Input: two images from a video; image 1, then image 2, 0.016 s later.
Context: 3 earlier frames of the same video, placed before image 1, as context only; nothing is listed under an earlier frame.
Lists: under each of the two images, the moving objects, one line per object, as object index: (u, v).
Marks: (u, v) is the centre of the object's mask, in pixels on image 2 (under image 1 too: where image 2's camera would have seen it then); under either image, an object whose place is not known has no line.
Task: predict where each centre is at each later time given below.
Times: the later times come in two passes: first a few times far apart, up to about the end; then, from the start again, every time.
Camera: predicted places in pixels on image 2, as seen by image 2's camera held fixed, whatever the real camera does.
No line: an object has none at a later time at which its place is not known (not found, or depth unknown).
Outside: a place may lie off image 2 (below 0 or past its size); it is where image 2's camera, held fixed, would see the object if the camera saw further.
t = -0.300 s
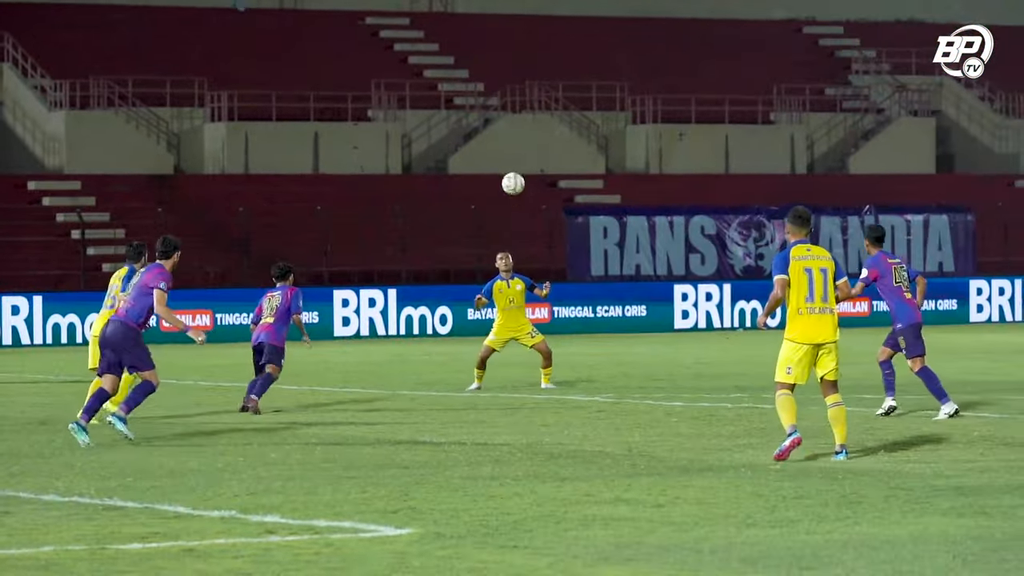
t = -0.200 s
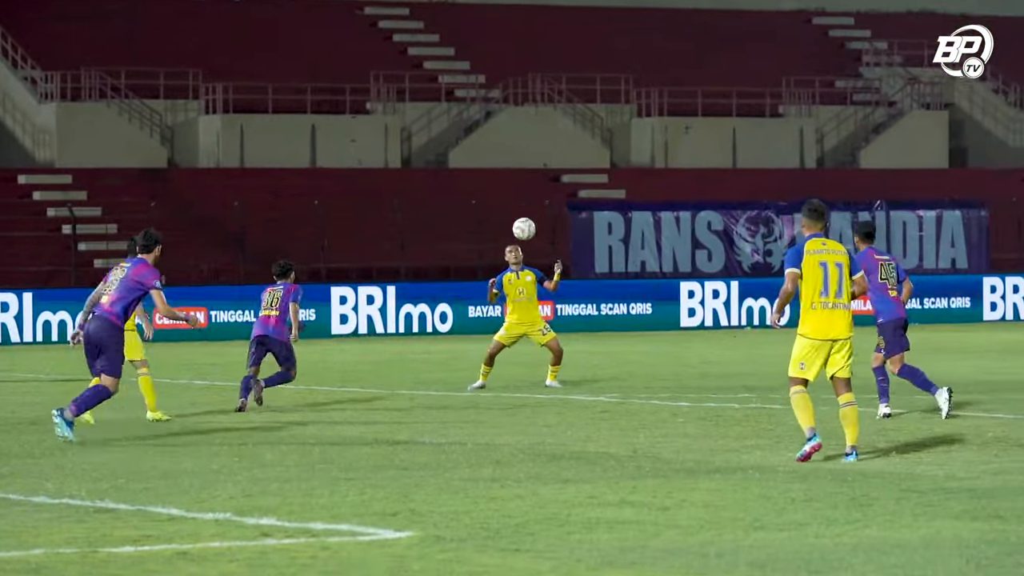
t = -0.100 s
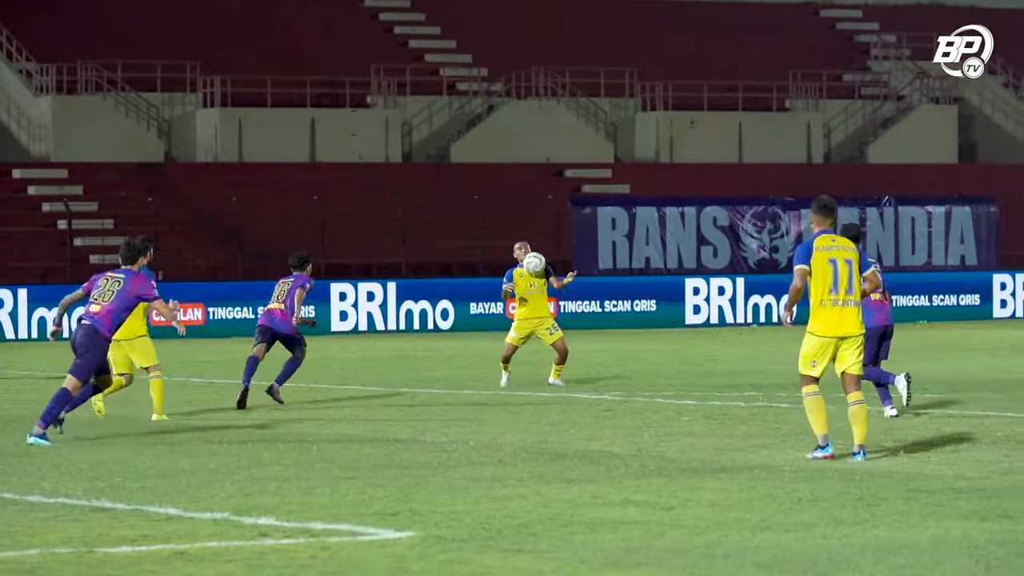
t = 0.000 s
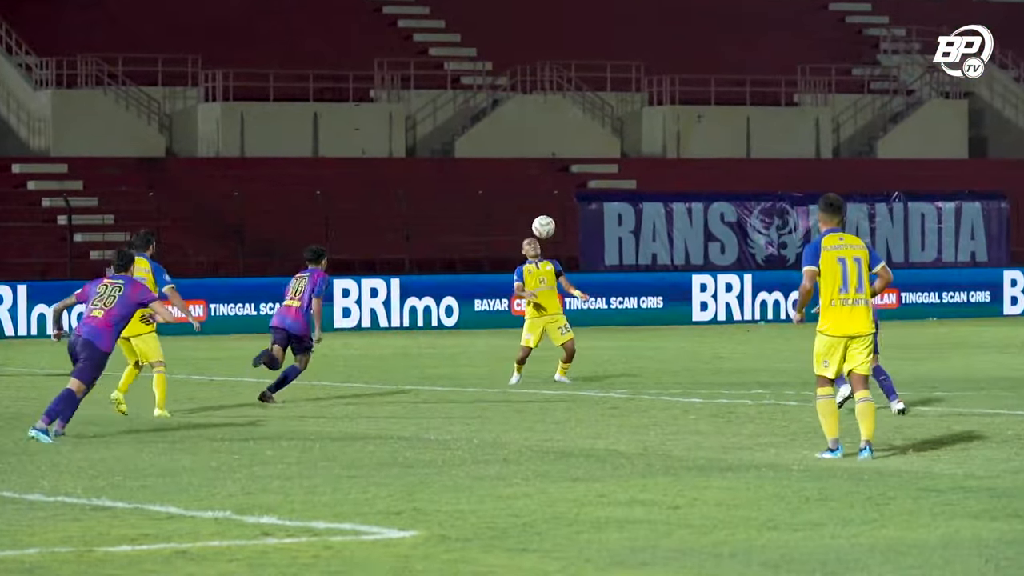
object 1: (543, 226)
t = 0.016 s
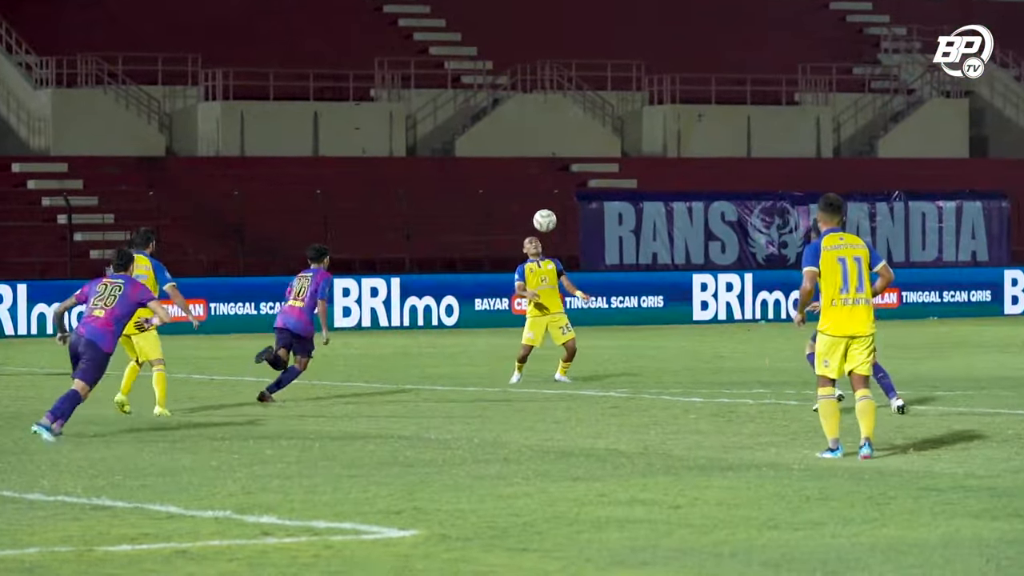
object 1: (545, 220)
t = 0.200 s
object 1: (550, 187)
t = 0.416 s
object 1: (556, 189)
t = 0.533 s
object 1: (561, 208)
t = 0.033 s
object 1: (545, 217)
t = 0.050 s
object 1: (546, 212)
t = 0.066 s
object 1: (546, 208)
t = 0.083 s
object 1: (547, 206)
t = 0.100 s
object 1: (547, 201)
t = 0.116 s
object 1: (549, 198)
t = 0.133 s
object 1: (549, 196)
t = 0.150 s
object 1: (550, 193)
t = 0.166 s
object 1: (549, 190)
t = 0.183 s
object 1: (550, 189)
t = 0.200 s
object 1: (550, 187)
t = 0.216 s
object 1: (551, 186)
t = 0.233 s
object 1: (551, 184)
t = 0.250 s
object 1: (551, 183)
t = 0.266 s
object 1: (552, 183)
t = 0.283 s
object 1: (552, 182)
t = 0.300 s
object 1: (553, 182)
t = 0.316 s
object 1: (554, 183)
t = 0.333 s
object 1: (554, 182)
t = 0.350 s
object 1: (554, 183)
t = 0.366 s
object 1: (555, 184)
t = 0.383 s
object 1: (555, 186)
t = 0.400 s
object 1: (556, 187)
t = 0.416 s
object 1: (556, 189)
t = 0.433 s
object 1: (556, 191)
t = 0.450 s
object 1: (558, 194)
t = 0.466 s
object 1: (558, 196)
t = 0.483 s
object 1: (559, 198)
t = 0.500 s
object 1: (559, 202)
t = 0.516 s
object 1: (561, 207)
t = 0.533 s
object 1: (561, 208)
